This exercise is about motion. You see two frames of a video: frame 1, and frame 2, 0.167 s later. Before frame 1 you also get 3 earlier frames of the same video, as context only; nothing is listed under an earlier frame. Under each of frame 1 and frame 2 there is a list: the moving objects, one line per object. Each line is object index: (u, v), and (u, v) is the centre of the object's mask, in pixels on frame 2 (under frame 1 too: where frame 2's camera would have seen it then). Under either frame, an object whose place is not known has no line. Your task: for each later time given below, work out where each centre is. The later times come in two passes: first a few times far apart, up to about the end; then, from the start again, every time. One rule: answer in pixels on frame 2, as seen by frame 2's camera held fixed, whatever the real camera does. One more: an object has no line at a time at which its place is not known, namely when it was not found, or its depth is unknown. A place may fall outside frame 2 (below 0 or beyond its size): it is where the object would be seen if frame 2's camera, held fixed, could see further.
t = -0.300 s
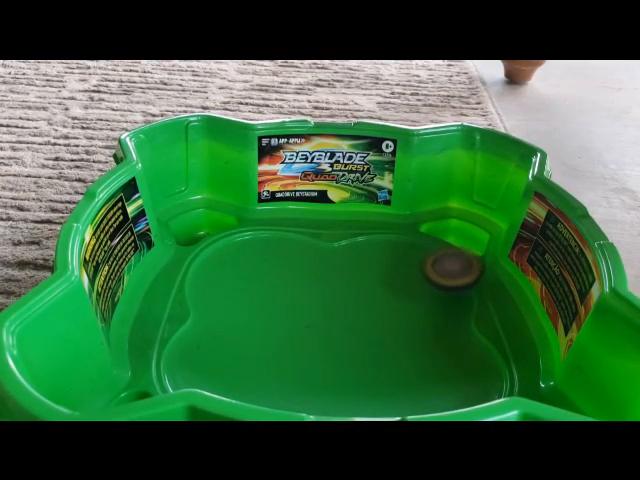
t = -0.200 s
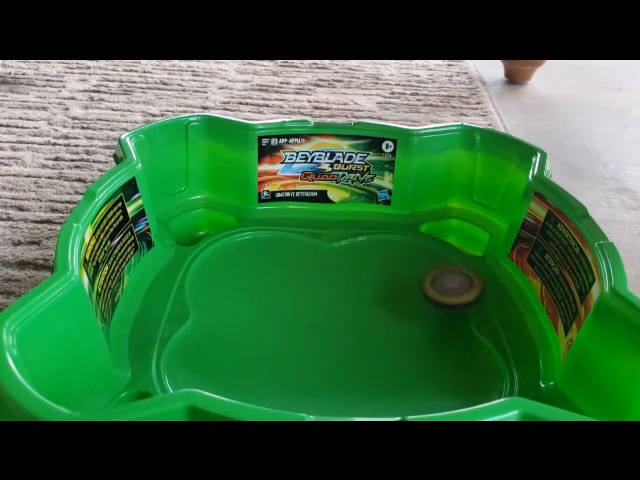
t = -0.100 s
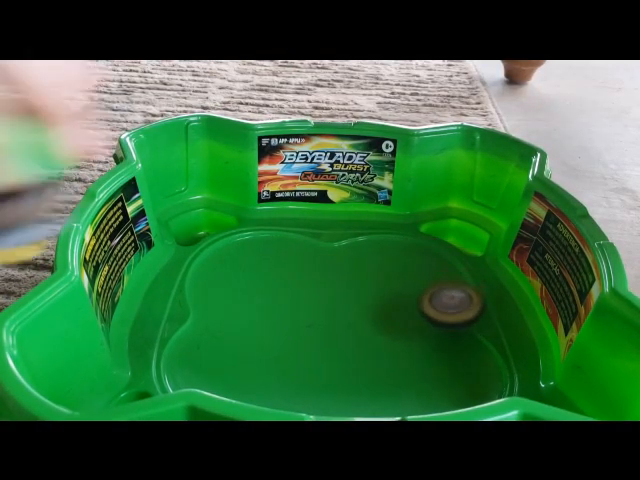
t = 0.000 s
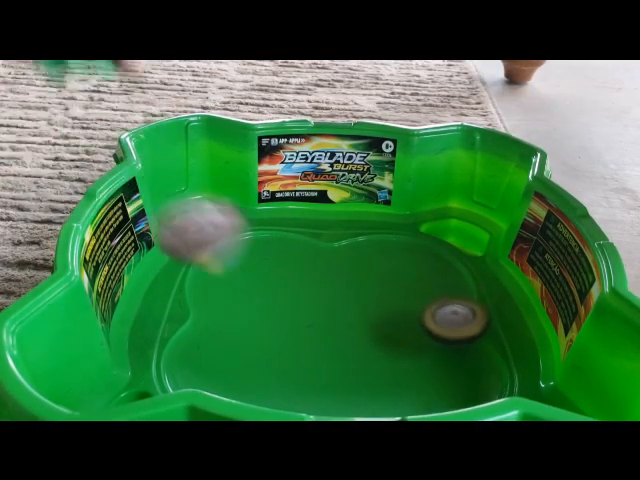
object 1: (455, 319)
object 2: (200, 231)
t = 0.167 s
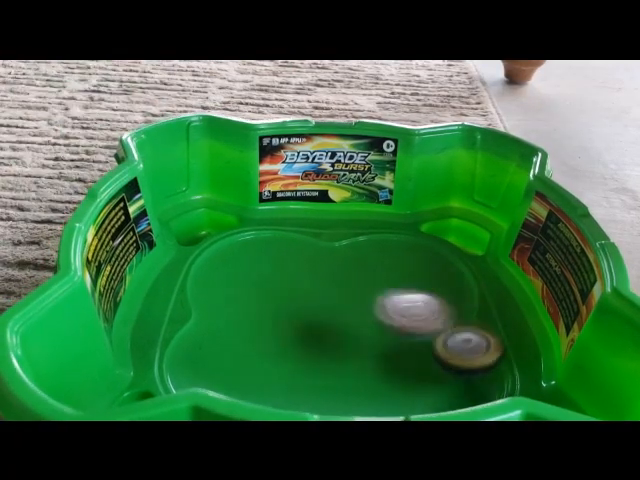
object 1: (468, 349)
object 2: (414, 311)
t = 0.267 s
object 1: (482, 377)
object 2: (479, 274)
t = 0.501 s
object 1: (405, 396)
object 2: (482, 290)
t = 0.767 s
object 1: (364, 388)
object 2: (350, 294)
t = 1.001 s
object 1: (298, 390)
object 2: (291, 328)
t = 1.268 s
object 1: (296, 389)
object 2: (374, 329)
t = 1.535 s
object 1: (291, 378)
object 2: (310, 274)
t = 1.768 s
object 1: (320, 343)
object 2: (238, 304)
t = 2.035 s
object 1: (416, 314)
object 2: (252, 332)
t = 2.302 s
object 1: (391, 265)
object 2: (356, 311)
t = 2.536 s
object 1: (385, 241)
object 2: (286, 301)
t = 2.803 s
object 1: (364, 278)
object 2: (319, 330)
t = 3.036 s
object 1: (438, 276)
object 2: (337, 330)
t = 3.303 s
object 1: (453, 264)
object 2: (334, 332)
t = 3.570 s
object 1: (421, 301)
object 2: (325, 320)
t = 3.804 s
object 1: (374, 347)
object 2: (296, 311)
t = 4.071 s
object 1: (345, 371)
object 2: (275, 312)
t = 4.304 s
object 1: (303, 356)
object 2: (289, 311)
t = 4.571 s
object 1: (270, 324)
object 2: (310, 294)
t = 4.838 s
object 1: (260, 290)
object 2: (326, 279)
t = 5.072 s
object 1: (279, 278)
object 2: (339, 271)
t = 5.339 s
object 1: (213, 288)
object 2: (423, 252)
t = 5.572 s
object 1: (241, 313)
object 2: (449, 247)
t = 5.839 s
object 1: (338, 323)
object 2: (453, 265)
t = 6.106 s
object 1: (388, 319)
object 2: (455, 303)
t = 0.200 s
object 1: (479, 357)
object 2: (444, 295)
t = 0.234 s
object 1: (493, 374)
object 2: (463, 278)
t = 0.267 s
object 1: (482, 377)
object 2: (479, 274)
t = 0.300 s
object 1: (469, 379)
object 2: (492, 276)
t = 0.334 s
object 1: (457, 379)
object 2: (498, 264)
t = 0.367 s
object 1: (446, 382)
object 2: (501, 261)
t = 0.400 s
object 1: (436, 385)
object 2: (498, 267)
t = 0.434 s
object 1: (426, 388)
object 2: (494, 270)
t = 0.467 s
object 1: (416, 392)
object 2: (487, 279)
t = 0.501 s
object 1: (405, 396)
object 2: (482, 290)
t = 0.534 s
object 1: (397, 398)
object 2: (474, 297)
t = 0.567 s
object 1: (392, 399)
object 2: (459, 304)
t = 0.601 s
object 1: (391, 398)
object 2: (441, 304)
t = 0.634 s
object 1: (391, 396)
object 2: (425, 304)
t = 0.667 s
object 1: (388, 395)
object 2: (407, 302)
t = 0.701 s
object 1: (383, 393)
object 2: (388, 297)
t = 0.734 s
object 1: (375, 391)
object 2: (370, 295)
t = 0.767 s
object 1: (364, 388)
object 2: (350, 294)
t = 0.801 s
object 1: (354, 383)
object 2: (331, 296)
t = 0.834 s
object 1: (342, 379)
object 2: (314, 301)
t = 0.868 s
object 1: (330, 375)
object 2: (300, 308)
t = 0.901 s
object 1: (320, 369)
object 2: (291, 319)
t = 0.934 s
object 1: (308, 367)
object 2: (286, 327)
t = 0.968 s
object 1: (302, 380)
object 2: (286, 328)
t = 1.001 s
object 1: (298, 390)
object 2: (291, 328)
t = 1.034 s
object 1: (297, 394)
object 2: (297, 331)
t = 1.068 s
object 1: (294, 391)
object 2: (306, 334)
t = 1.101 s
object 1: (293, 392)
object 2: (317, 339)
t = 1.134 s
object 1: (292, 391)
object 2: (330, 342)
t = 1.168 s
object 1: (294, 390)
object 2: (342, 343)
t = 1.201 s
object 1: (295, 389)
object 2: (354, 340)
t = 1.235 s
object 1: (295, 389)
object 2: (365, 336)
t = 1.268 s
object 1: (296, 389)
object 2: (374, 329)
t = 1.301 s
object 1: (296, 389)
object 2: (378, 321)
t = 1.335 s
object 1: (294, 389)
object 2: (378, 311)
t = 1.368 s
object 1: (293, 389)
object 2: (374, 302)
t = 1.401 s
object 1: (291, 388)
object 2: (365, 292)
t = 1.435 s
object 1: (290, 386)
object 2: (353, 285)
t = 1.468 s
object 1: (290, 384)
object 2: (340, 280)
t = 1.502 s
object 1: (289, 381)
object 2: (325, 275)
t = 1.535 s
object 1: (291, 378)
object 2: (310, 274)
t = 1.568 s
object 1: (292, 374)
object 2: (295, 275)
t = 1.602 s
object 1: (294, 369)
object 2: (282, 277)
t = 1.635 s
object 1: (296, 362)
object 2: (270, 282)
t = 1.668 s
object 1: (298, 355)
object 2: (261, 289)
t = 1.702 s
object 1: (300, 346)
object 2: (253, 297)
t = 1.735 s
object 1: (301, 339)
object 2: (249, 305)
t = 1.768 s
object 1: (320, 343)
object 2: (238, 304)
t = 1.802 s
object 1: (340, 345)
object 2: (230, 303)
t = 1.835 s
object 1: (362, 345)
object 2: (225, 304)
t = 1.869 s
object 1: (378, 342)
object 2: (223, 307)
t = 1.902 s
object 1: (393, 338)
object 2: (223, 311)
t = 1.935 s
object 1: (403, 334)
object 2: (226, 317)
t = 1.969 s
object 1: (410, 327)
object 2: (231, 323)
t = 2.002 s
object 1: (413, 321)
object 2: (240, 328)
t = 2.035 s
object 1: (416, 314)
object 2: (252, 332)
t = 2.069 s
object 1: (417, 309)
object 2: (266, 337)
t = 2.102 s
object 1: (417, 302)
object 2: (281, 339)
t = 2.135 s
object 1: (416, 297)
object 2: (298, 340)
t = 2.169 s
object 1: (414, 291)
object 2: (315, 338)
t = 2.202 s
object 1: (410, 285)
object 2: (331, 334)
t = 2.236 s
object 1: (403, 279)
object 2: (344, 328)
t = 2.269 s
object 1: (396, 274)
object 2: (355, 319)
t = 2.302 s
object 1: (391, 265)
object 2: (356, 311)
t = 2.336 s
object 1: (402, 249)
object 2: (342, 310)
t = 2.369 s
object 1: (406, 237)
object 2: (331, 307)
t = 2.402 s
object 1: (408, 229)
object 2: (320, 304)
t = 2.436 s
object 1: (408, 221)
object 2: (310, 301)
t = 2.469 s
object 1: (402, 227)
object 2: (301, 299)
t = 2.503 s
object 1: (393, 236)
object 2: (293, 299)
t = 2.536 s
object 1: (385, 241)
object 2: (286, 301)
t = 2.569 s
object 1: (377, 248)
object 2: (282, 304)
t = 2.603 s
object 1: (370, 255)
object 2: (279, 307)
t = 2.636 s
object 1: (364, 259)
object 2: (279, 312)
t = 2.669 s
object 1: (362, 263)
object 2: (281, 317)
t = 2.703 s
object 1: (361, 267)
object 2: (287, 322)
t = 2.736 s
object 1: (360, 271)
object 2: (295, 326)
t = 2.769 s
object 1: (361, 274)
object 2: (306, 329)
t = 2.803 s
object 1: (364, 278)
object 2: (319, 330)
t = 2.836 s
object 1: (366, 283)
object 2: (332, 329)
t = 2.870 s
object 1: (372, 285)
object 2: (340, 329)
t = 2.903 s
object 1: (380, 285)
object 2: (345, 329)
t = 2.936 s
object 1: (389, 286)
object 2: (349, 328)
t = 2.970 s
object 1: (404, 285)
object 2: (347, 328)
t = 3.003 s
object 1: (424, 280)
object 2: (340, 329)
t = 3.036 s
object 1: (438, 276)
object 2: (337, 330)
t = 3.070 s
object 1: (449, 274)
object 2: (335, 330)
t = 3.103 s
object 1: (459, 272)
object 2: (334, 331)
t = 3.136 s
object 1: (467, 270)
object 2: (333, 332)
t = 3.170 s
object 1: (470, 267)
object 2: (333, 332)
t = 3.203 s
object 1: (465, 266)
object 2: (333, 333)
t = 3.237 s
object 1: (460, 264)
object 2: (333, 333)
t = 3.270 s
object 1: (456, 264)
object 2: (333, 333)
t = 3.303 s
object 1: (453, 264)
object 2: (334, 332)
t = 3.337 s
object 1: (451, 266)
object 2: (335, 331)
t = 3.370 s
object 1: (449, 267)
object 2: (334, 330)
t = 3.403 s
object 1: (448, 270)
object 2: (334, 328)
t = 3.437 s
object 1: (444, 275)
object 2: (333, 327)
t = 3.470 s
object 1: (440, 281)
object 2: (332, 325)
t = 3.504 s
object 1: (435, 287)
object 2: (330, 323)
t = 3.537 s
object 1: (430, 294)
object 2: (327, 322)
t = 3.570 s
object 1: (421, 301)
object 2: (325, 320)
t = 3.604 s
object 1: (413, 307)
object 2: (322, 319)
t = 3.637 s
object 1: (404, 314)
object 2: (319, 318)
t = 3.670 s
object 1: (396, 322)
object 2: (317, 318)
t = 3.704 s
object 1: (387, 328)
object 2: (314, 318)
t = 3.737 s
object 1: (378, 332)
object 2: (312, 317)
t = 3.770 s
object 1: (376, 340)
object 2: (304, 313)
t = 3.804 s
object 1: (374, 347)
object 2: (296, 311)
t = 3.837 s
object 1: (372, 353)
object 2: (290, 310)
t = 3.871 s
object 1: (369, 358)
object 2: (287, 310)
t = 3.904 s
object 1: (367, 361)
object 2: (283, 310)
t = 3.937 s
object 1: (363, 365)
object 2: (280, 310)
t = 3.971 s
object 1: (359, 368)
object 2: (278, 311)
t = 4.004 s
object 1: (354, 369)
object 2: (276, 311)
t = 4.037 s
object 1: (350, 371)
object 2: (275, 312)
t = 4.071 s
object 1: (345, 371)
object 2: (275, 312)
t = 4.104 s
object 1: (339, 370)
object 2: (275, 313)
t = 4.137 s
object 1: (332, 368)
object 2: (276, 314)
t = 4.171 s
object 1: (326, 366)
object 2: (277, 314)
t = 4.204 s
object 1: (320, 363)
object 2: (279, 315)
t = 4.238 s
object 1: (314, 360)
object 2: (282, 315)
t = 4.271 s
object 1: (308, 356)
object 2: (285, 315)
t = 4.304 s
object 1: (303, 356)
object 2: (289, 311)
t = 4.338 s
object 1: (298, 353)
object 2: (293, 308)
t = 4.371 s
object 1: (293, 351)
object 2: (297, 306)
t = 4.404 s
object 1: (288, 347)
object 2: (300, 304)
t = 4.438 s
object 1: (283, 343)
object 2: (302, 303)
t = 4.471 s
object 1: (278, 339)
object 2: (304, 301)
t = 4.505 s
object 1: (275, 334)
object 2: (306, 299)
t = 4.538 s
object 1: (272, 329)
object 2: (308, 297)
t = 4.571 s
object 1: (270, 324)
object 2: (310, 294)
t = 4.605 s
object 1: (268, 319)
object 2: (311, 293)
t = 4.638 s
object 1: (267, 314)
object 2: (313, 291)
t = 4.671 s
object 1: (266, 309)
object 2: (315, 289)
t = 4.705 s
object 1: (262, 305)
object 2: (318, 287)
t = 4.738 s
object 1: (260, 300)
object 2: (321, 284)
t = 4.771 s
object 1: (259, 297)
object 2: (323, 282)
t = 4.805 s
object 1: (259, 294)
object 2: (325, 280)
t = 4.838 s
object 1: (260, 290)
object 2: (326, 279)
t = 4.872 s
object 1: (261, 287)
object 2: (328, 277)
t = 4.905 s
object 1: (262, 284)
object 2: (330, 275)
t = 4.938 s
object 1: (265, 281)
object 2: (331, 274)
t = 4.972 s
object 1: (268, 279)
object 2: (334, 272)
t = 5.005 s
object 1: (271, 278)
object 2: (335, 272)
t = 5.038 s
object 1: (274, 278)
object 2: (337, 272)
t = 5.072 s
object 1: (279, 278)
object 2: (339, 271)
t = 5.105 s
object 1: (274, 278)
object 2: (350, 270)
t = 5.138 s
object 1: (258, 278)
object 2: (366, 269)
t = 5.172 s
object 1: (248, 279)
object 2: (379, 267)
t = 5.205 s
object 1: (237, 282)
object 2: (390, 264)
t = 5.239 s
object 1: (230, 284)
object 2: (399, 261)
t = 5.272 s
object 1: (224, 285)
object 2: (408, 257)
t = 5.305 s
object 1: (219, 286)
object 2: (416, 254)
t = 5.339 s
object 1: (213, 288)
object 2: (423, 252)
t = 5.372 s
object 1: (210, 292)
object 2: (430, 251)
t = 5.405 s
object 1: (210, 297)
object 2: (437, 250)
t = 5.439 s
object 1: (212, 300)
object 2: (444, 248)
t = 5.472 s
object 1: (215, 303)
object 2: (448, 247)
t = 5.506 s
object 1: (222, 307)
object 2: (449, 247)
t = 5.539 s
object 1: (231, 311)
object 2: (449, 247)
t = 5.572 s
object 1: (241, 313)
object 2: (449, 247)
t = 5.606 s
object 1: (252, 316)
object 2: (449, 248)
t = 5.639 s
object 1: (266, 319)
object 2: (450, 248)
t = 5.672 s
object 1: (279, 321)
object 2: (450, 249)
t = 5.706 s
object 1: (291, 322)
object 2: (450, 251)
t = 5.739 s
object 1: (303, 323)
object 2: (450, 253)
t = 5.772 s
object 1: (317, 324)
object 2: (451, 257)
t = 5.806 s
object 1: (328, 324)
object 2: (452, 261)
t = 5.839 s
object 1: (338, 323)
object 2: (453, 265)
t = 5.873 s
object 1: (348, 324)
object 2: (454, 270)
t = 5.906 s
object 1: (358, 323)
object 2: (454, 273)
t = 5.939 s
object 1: (366, 322)
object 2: (454, 278)
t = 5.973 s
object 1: (372, 321)
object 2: (454, 284)
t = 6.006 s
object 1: (379, 321)
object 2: (454, 289)
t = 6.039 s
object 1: (386, 320)
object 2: (452, 294)
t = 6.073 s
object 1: (391, 318)
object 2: (452, 299)
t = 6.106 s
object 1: (388, 319)
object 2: (455, 303)
